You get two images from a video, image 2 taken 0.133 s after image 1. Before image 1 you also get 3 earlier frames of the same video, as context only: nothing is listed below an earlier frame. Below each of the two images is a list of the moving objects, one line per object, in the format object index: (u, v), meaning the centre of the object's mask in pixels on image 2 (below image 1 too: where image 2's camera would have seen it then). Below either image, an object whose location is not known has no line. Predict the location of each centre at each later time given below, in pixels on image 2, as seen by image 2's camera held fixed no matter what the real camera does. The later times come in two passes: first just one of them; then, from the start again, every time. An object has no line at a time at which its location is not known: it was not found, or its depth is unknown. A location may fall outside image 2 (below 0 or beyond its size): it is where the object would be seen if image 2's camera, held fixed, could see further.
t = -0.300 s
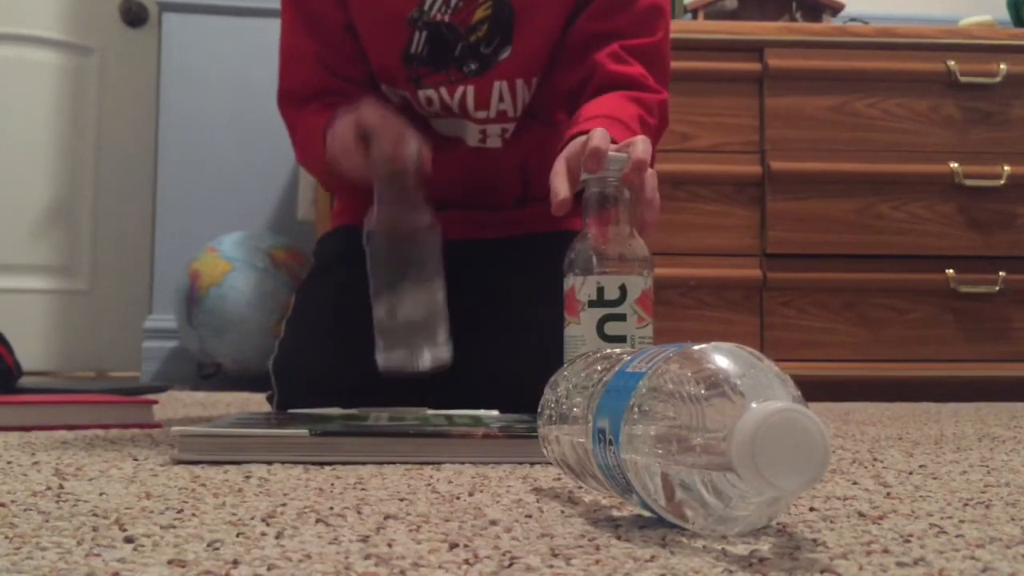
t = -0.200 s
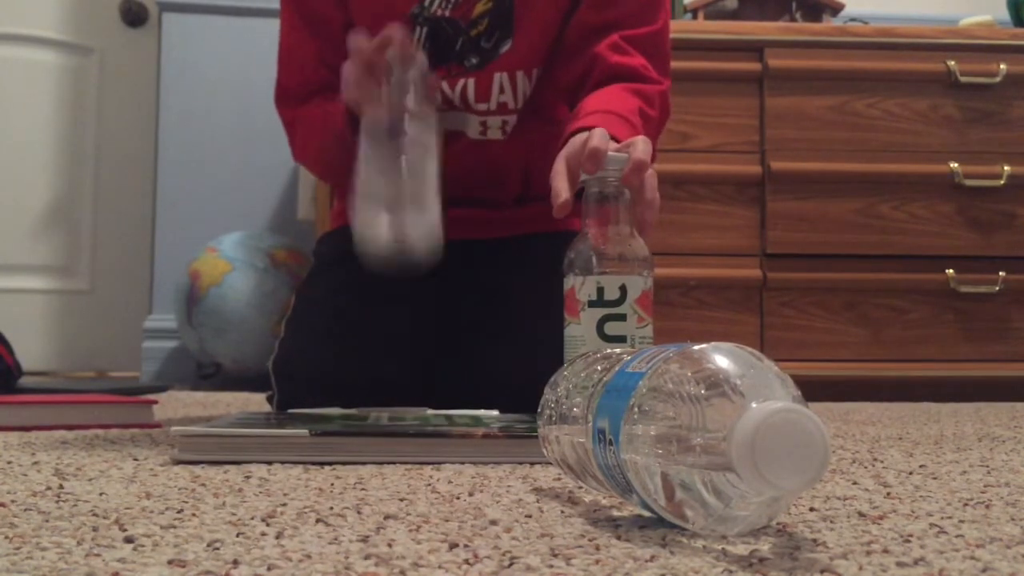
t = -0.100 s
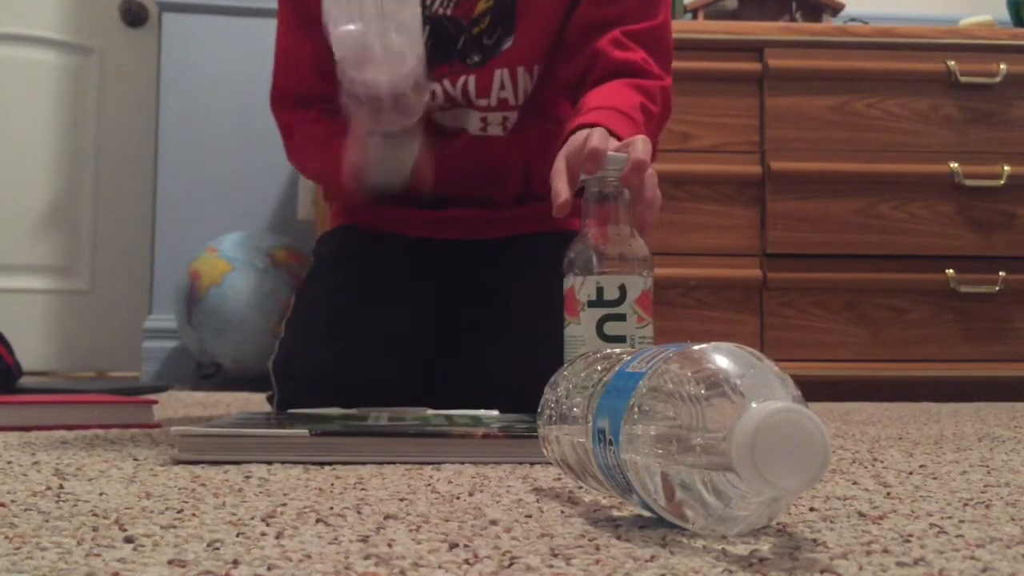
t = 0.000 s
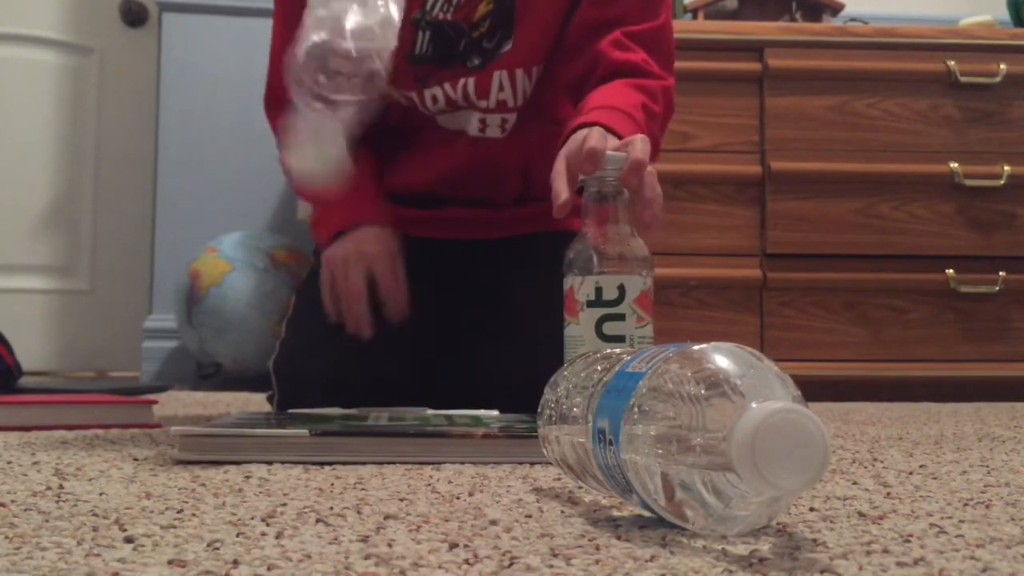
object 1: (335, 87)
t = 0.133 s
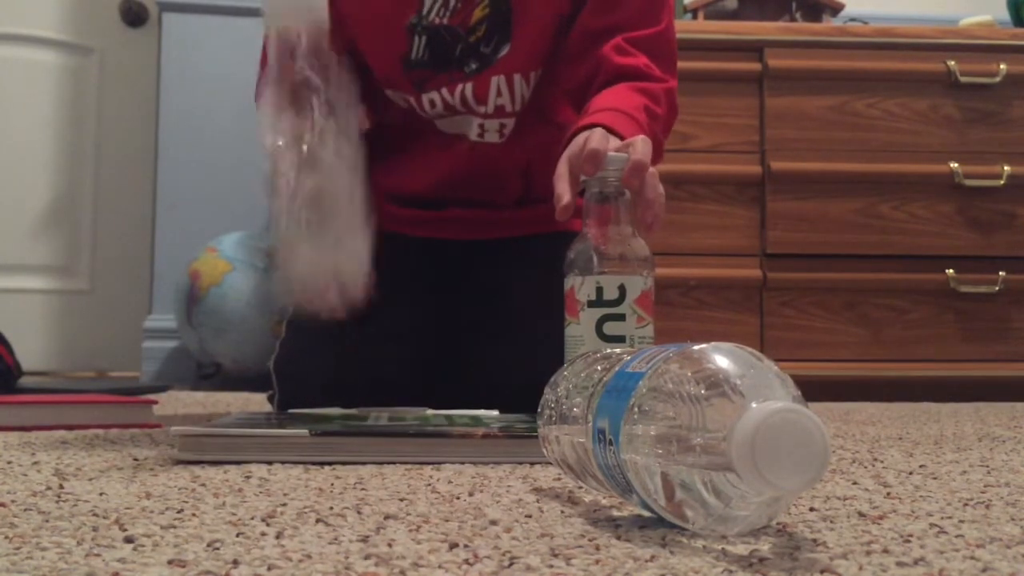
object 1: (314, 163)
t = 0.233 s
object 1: (296, 289)
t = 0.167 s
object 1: (306, 233)
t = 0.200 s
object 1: (300, 291)
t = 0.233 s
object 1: (296, 289)
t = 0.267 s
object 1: (295, 291)
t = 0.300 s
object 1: (294, 293)
